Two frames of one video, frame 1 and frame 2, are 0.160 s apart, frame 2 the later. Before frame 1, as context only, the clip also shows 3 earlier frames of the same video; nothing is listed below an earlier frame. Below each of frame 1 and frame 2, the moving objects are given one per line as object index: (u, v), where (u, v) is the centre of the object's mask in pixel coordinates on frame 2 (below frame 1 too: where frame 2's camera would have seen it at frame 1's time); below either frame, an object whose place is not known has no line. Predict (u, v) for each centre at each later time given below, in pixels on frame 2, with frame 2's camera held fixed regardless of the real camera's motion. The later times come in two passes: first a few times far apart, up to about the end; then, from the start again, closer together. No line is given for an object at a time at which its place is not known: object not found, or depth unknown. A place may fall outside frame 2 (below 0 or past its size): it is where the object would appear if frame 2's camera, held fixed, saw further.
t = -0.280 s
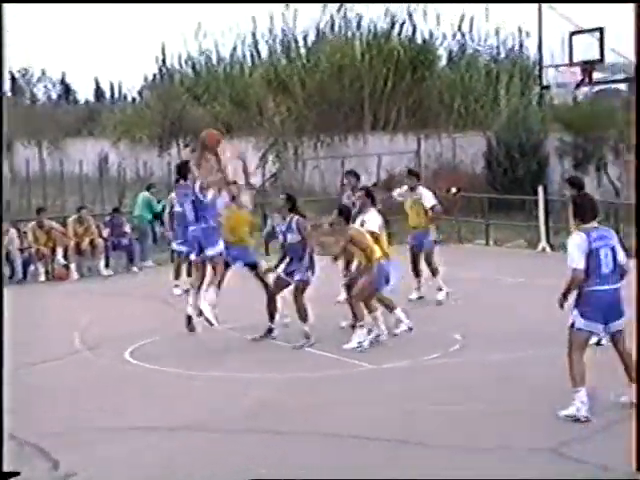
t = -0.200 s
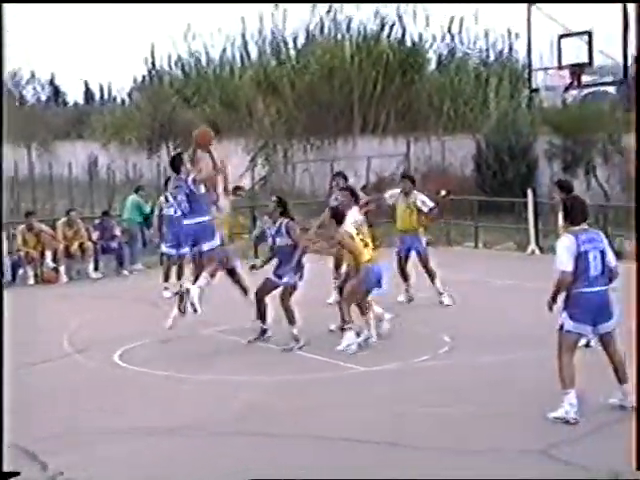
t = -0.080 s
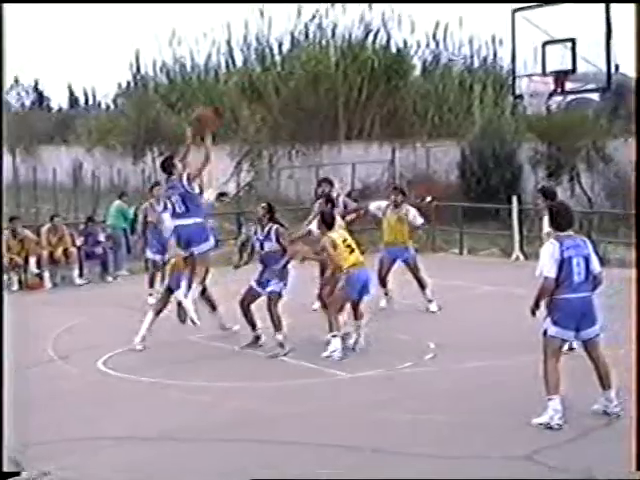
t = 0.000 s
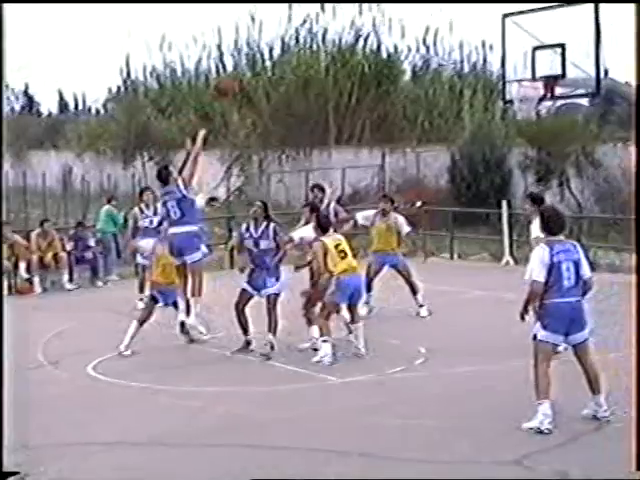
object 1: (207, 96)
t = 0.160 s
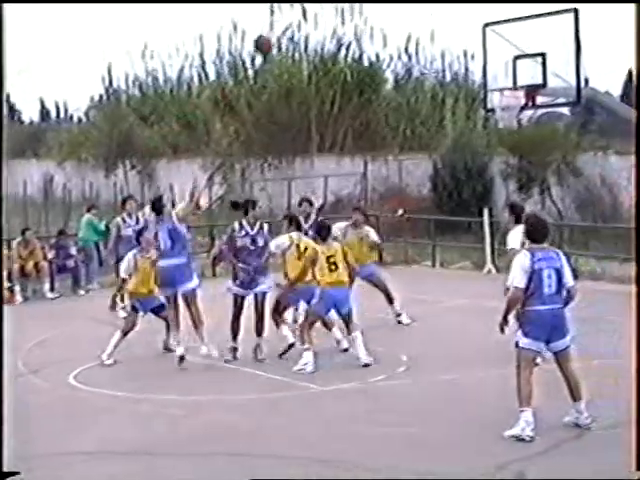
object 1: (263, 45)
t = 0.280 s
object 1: (305, 22)
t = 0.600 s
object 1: (412, 20)
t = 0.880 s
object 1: (497, 79)
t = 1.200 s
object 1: (525, 42)
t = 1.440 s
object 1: (548, 66)
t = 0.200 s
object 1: (277, 35)
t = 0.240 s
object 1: (292, 29)
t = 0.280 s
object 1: (305, 22)
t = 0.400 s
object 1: (346, 12)
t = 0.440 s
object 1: (359, 11)
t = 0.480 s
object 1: (373, 12)
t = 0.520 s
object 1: (386, 13)
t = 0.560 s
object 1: (399, 16)
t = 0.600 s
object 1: (412, 20)
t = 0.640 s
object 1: (424, 25)
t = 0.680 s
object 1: (437, 32)
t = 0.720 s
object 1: (450, 40)
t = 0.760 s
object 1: (462, 50)
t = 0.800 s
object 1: (474, 59)
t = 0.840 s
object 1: (487, 72)
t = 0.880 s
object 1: (497, 79)
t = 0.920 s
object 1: (500, 70)
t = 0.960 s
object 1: (503, 63)
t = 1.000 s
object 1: (508, 56)
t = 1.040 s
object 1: (511, 50)
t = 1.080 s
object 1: (515, 47)
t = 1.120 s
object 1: (518, 44)
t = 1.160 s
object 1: (522, 43)
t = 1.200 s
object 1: (525, 42)
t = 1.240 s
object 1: (529, 43)
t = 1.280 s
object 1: (533, 45)
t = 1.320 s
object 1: (536, 48)
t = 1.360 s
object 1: (540, 53)
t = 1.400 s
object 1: (543, 58)
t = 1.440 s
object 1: (548, 66)
